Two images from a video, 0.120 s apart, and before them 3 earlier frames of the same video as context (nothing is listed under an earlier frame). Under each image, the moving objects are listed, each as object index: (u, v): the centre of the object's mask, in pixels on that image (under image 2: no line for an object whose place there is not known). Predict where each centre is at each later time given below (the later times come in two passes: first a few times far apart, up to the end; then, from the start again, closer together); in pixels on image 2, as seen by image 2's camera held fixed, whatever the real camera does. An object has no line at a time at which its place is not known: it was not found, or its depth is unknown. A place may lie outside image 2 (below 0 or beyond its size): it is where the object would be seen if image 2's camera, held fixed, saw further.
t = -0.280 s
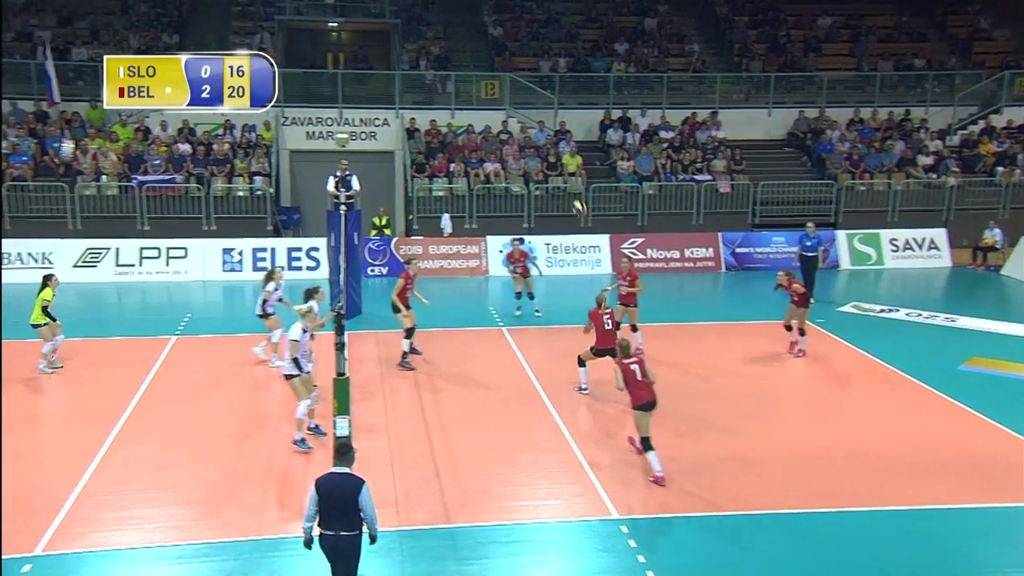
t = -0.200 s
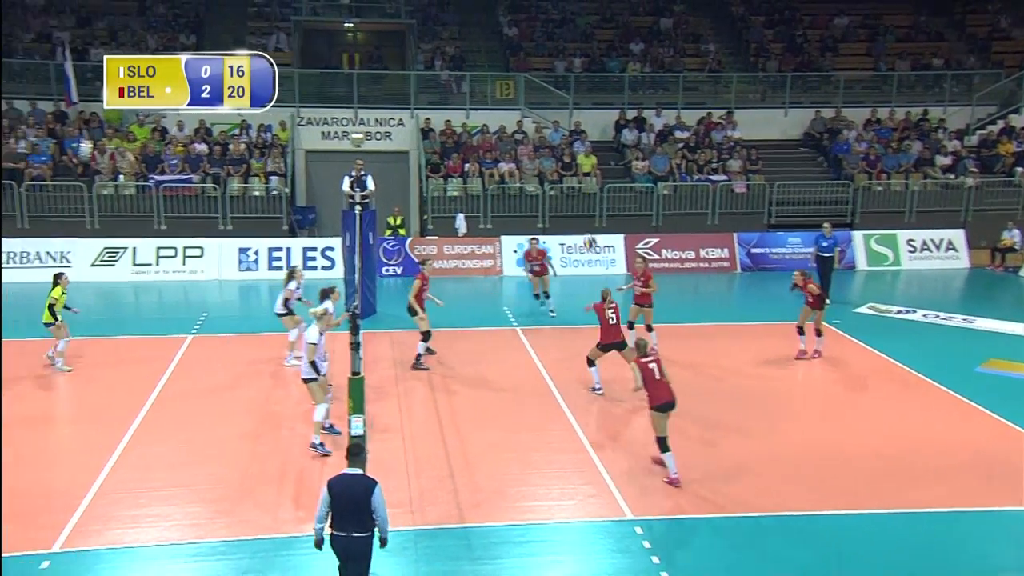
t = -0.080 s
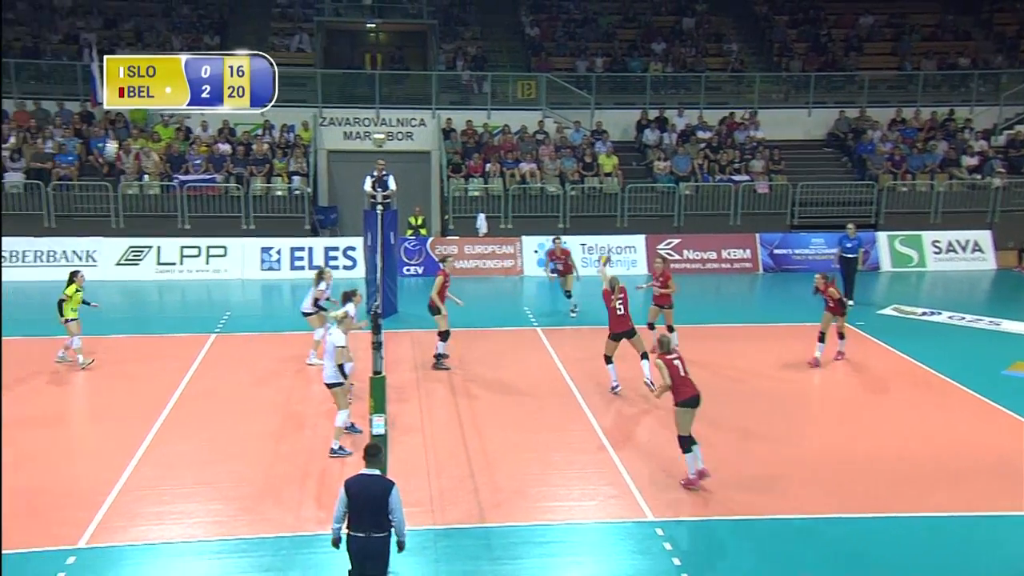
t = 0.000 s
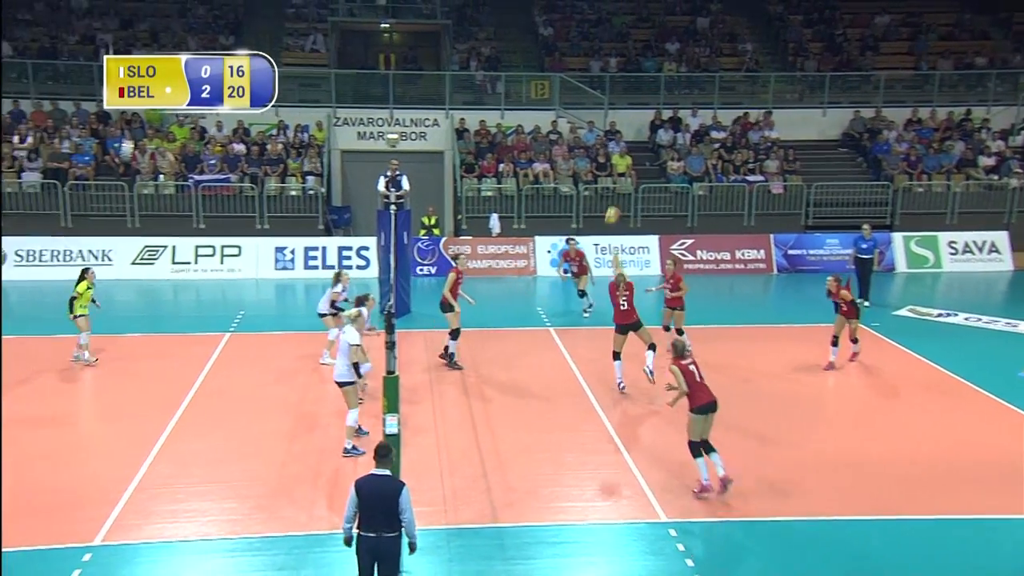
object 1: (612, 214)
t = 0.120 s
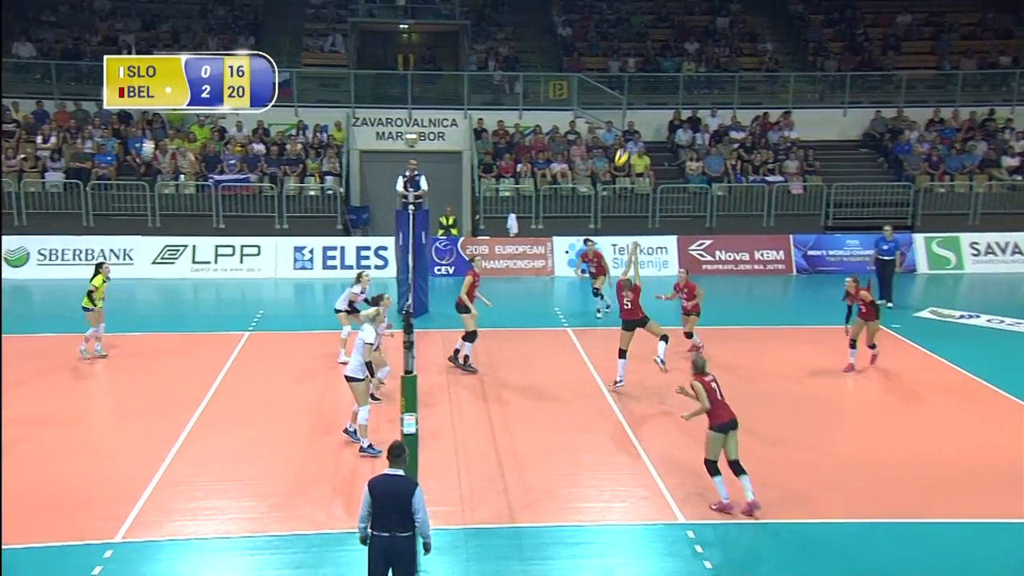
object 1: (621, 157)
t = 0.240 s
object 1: (614, 107)
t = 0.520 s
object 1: (592, 26)
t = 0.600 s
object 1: (585, 13)
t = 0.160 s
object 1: (619, 141)
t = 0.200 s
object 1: (616, 123)
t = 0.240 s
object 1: (614, 107)
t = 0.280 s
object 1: (611, 92)
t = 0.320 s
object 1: (608, 80)
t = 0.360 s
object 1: (605, 66)
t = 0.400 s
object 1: (602, 55)
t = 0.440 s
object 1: (598, 44)
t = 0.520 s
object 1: (592, 26)
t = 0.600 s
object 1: (585, 13)
